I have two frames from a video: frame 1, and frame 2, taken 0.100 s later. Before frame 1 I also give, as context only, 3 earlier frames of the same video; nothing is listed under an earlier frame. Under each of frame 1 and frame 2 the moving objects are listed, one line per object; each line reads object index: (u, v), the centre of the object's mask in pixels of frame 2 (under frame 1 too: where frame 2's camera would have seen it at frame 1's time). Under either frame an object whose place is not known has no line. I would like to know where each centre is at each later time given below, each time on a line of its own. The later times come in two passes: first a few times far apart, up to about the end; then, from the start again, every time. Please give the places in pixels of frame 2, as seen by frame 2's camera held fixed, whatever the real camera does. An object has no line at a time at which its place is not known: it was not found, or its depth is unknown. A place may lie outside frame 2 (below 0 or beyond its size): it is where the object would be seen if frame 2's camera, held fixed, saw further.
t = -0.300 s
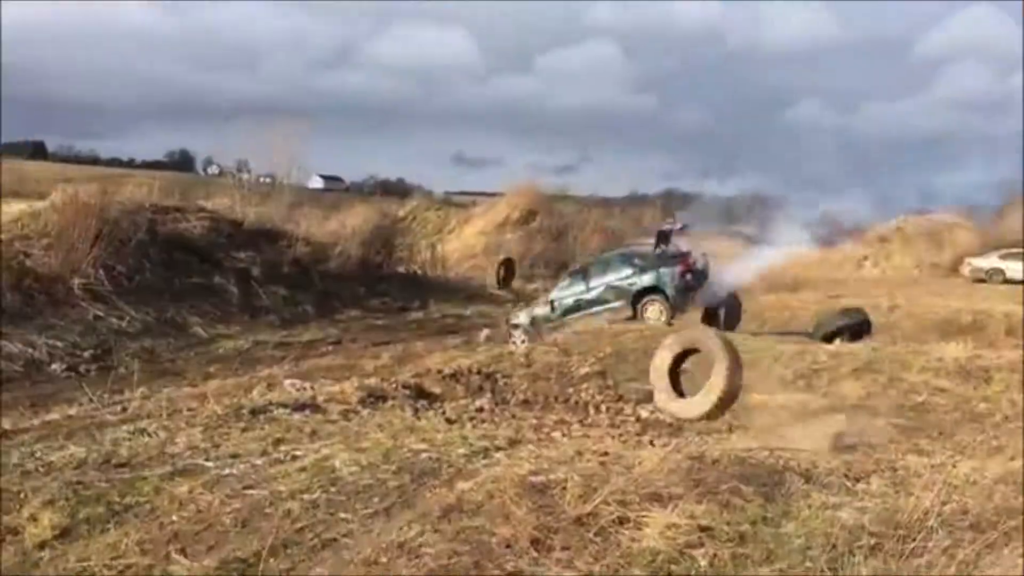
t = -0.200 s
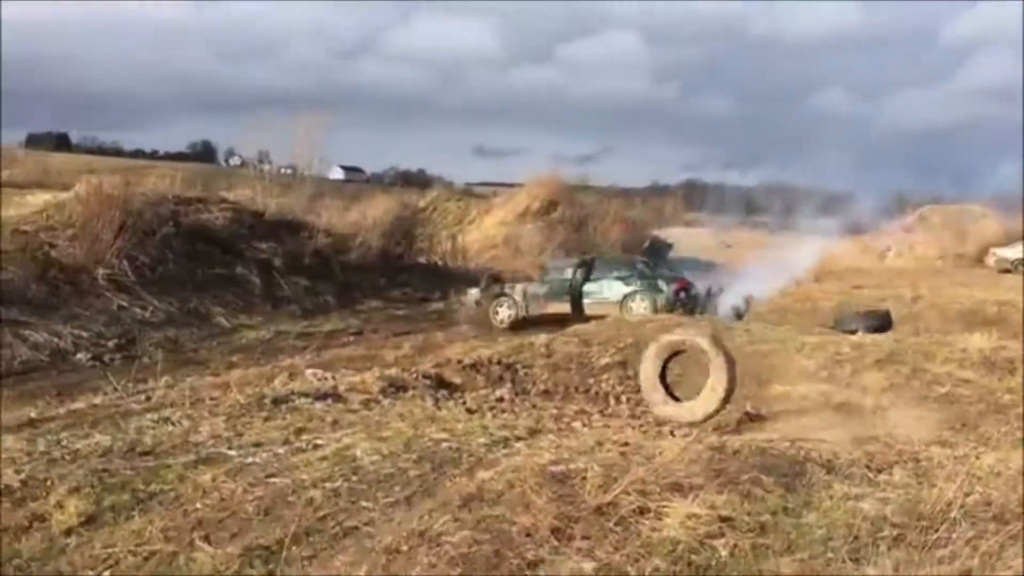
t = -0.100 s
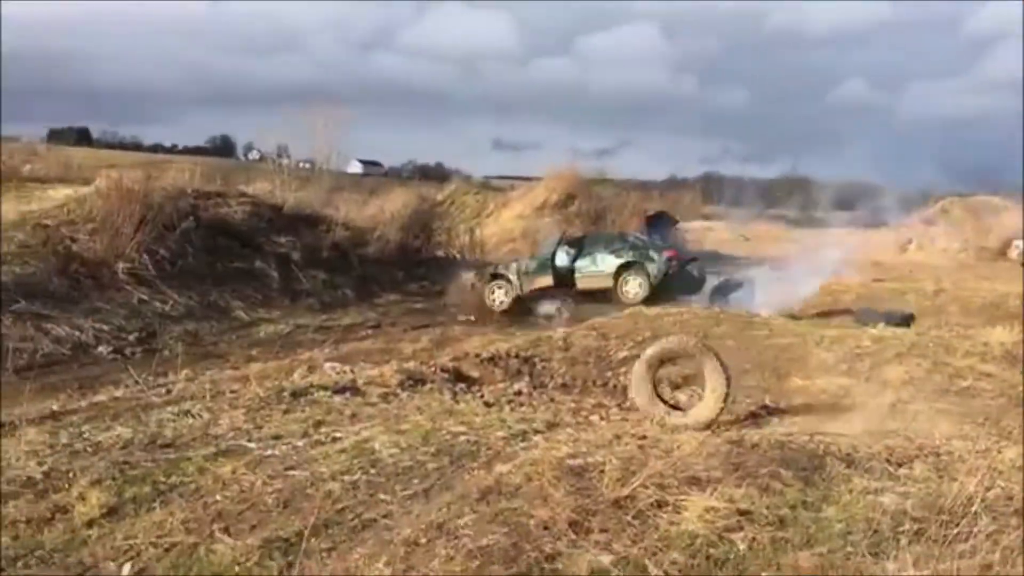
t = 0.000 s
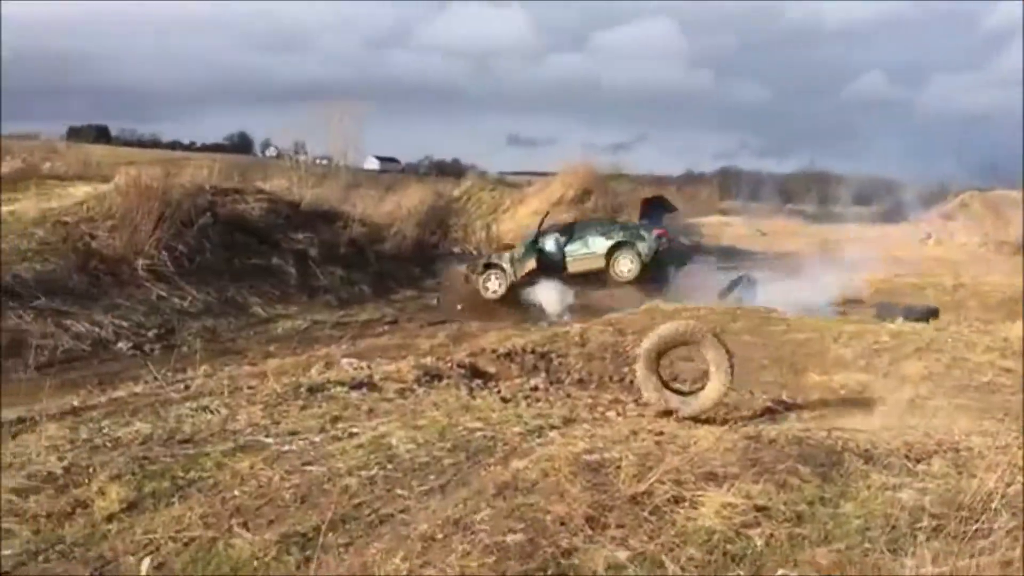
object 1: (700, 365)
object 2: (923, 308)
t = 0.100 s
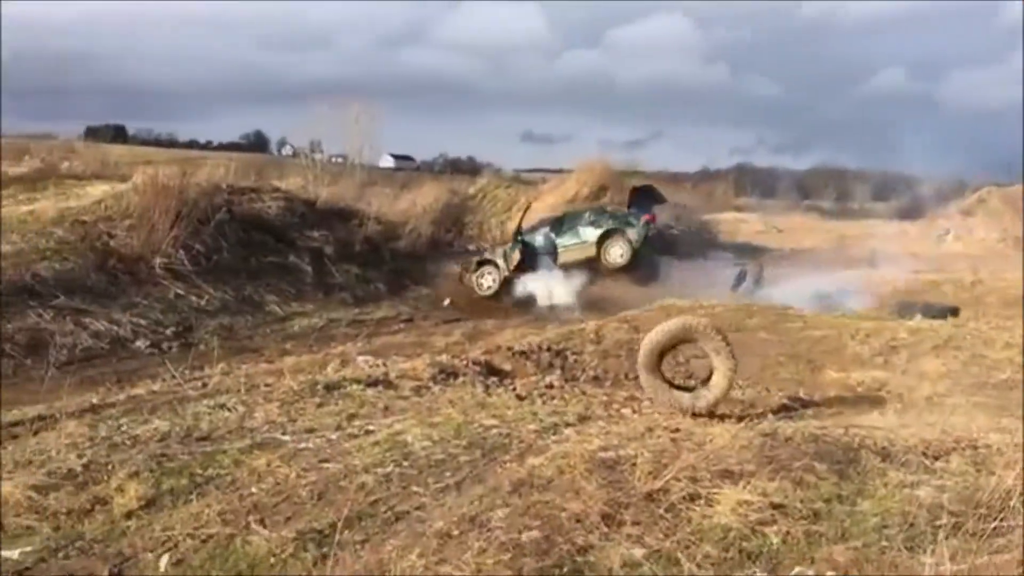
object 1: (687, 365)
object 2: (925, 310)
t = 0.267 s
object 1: (662, 370)
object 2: (928, 310)
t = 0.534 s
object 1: (632, 366)
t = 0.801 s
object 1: (611, 364)
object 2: (910, 309)
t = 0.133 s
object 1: (683, 366)
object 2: (926, 310)
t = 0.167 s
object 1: (677, 368)
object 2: (927, 310)
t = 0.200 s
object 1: (673, 369)
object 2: (928, 310)
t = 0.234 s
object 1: (667, 370)
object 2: (928, 310)
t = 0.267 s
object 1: (662, 370)
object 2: (928, 310)
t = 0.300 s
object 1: (657, 369)
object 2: (928, 310)
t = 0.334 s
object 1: (654, 368)
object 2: (928, 311)
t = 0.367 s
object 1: (650, 367)
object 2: (928, 311)
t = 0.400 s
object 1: (646, 366)
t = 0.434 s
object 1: (643, 366)
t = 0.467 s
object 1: (640, 366)
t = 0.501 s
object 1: (636, 366)
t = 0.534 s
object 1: (632, 366)
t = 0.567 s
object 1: (629, 367)
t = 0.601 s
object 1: (626, 366)
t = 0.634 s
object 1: (623, 365)
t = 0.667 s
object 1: (621, 364)
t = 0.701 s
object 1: (618, 364)
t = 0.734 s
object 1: (616, 364)
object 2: (913, 310)
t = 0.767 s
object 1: (613, 364)
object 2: (911, 310)
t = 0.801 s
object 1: (611, 364)
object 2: (910, 309)
